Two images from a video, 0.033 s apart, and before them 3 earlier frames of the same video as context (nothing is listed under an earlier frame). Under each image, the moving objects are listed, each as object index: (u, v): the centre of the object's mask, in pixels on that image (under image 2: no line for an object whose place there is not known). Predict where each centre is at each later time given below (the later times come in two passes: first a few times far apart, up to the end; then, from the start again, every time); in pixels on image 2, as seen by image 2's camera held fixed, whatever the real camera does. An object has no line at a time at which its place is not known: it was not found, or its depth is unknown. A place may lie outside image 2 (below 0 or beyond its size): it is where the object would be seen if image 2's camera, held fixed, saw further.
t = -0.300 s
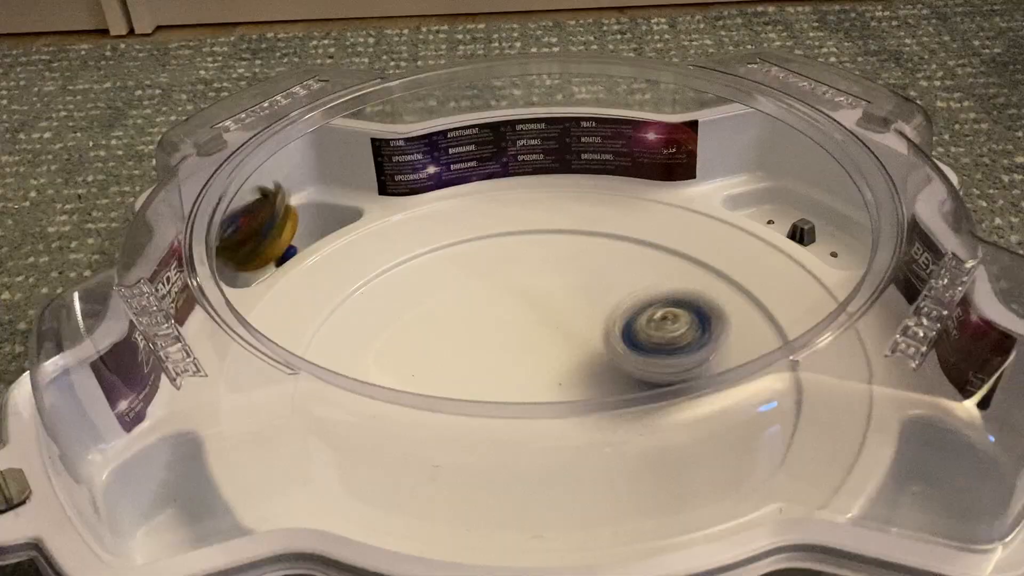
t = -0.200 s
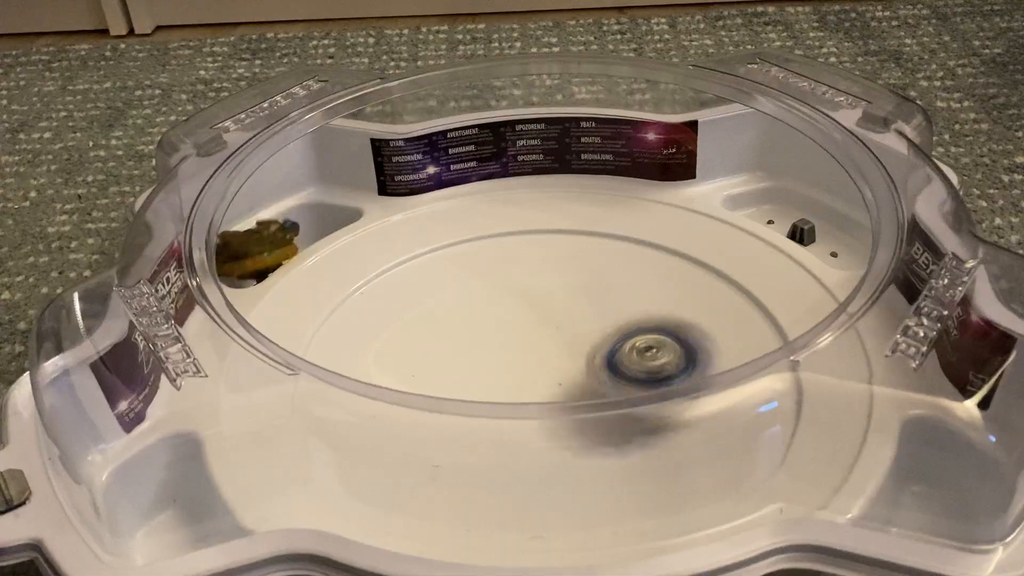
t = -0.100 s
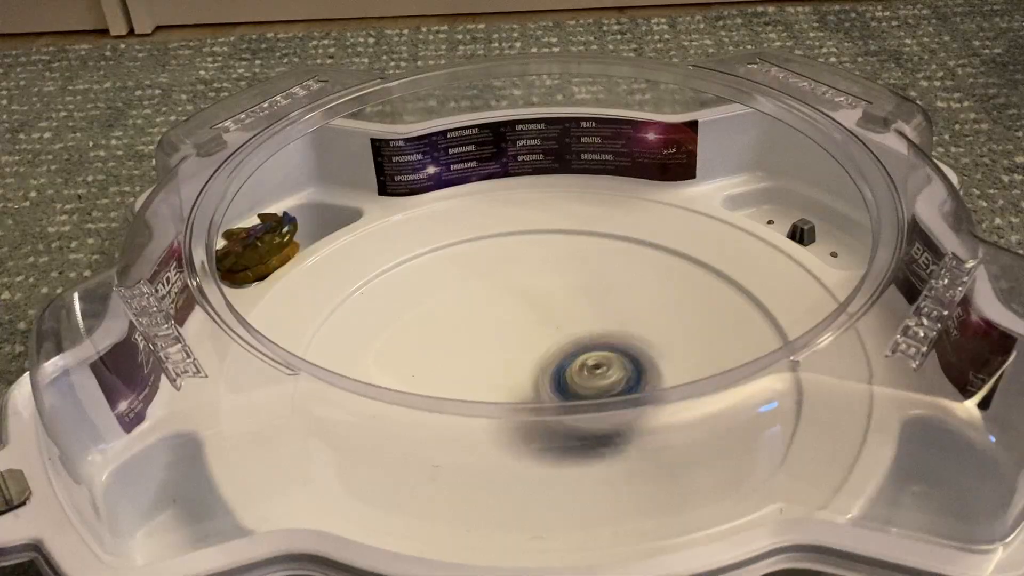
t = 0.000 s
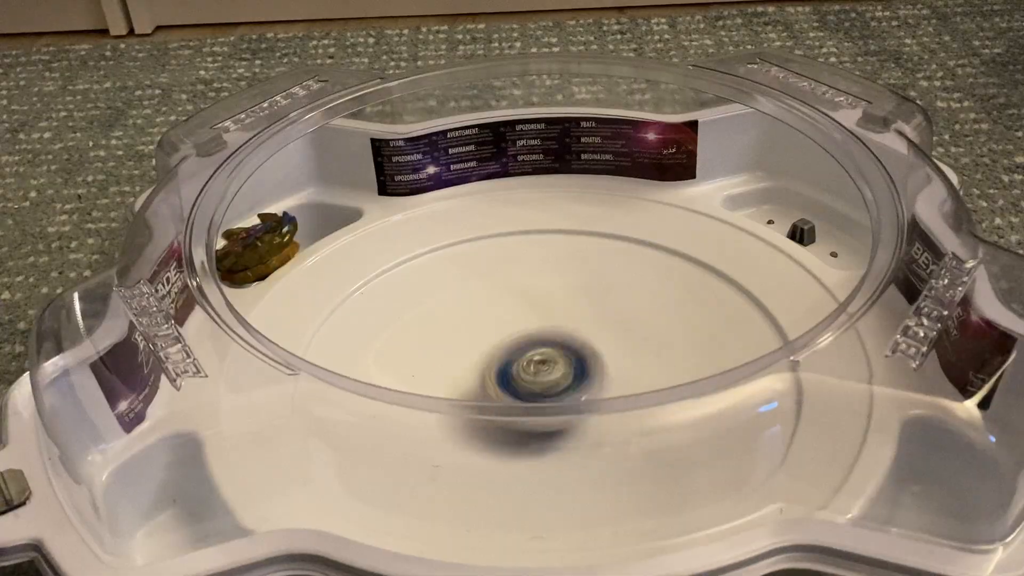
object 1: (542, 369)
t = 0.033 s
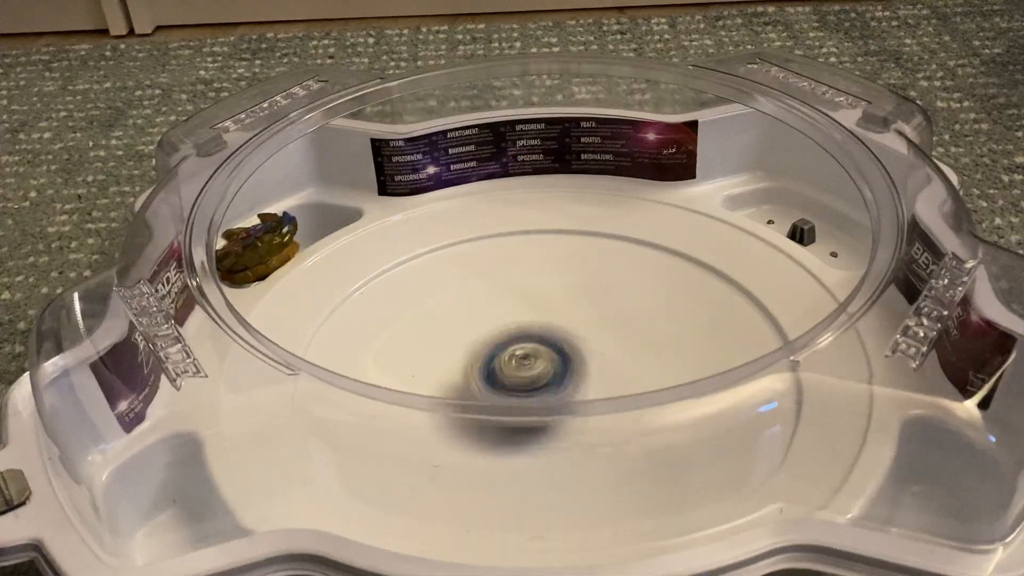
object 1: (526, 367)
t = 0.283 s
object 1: (471, 310)
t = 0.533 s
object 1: (552, 296)
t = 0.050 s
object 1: (519, 366)
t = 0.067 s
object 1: (512, 363)
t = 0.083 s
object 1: (506, 361)
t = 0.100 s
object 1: (501, 358)
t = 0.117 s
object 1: (494, 356)
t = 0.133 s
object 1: (488, 353)
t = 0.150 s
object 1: (483, 349)
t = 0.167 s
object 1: (479, 344)
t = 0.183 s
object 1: (476, 339)
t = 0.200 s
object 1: (473, 335)
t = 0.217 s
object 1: (472, 330)
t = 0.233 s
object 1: (470, 325)
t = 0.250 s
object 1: (471, 320)
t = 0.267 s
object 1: (470, 315)
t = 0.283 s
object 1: (471, 310)
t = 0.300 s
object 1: (471, 306)
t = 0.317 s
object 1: (473, 302)
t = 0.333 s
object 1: (477, 297)
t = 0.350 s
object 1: (480, 294)
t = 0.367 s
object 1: (486, 290)
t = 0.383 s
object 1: (492, 288)
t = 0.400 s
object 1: (498, 287)
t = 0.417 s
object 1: (505, 285)
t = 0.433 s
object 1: (509, 284)
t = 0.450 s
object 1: (516, 284)
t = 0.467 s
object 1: (523, 285)
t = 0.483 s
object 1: (532, 286)
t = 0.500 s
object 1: (540, 288)
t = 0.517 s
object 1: (547, 292)
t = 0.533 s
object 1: (552, 296)
